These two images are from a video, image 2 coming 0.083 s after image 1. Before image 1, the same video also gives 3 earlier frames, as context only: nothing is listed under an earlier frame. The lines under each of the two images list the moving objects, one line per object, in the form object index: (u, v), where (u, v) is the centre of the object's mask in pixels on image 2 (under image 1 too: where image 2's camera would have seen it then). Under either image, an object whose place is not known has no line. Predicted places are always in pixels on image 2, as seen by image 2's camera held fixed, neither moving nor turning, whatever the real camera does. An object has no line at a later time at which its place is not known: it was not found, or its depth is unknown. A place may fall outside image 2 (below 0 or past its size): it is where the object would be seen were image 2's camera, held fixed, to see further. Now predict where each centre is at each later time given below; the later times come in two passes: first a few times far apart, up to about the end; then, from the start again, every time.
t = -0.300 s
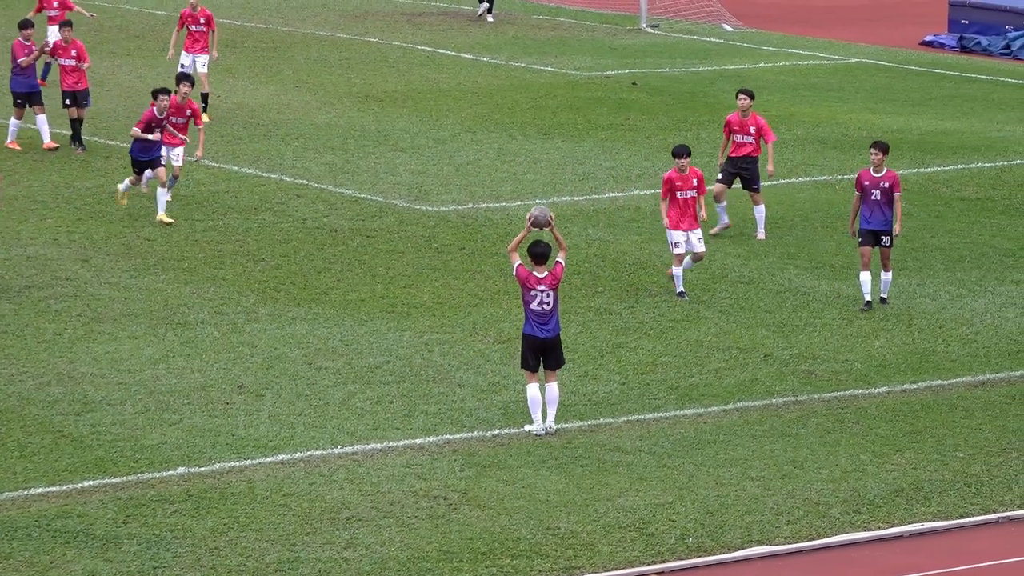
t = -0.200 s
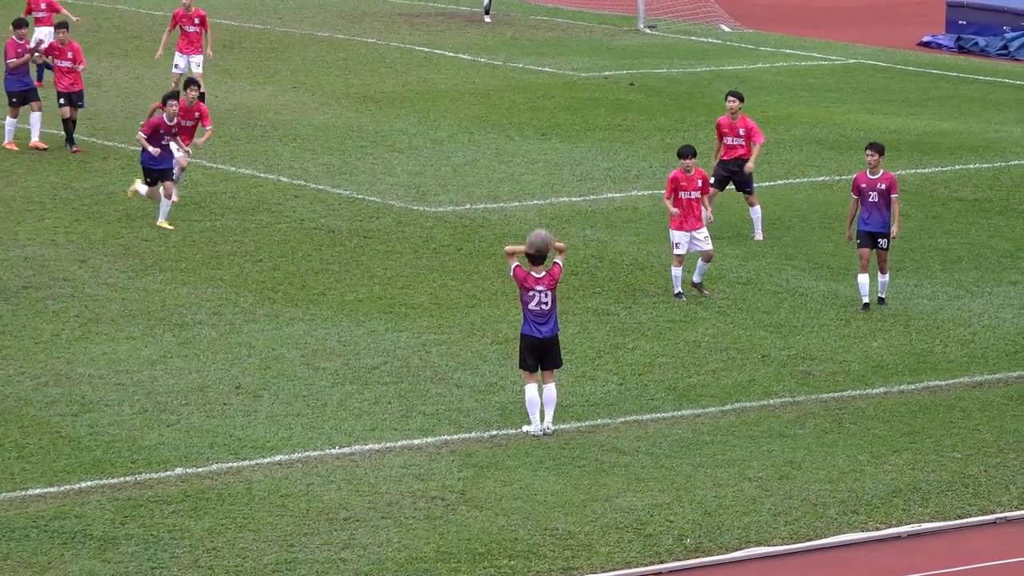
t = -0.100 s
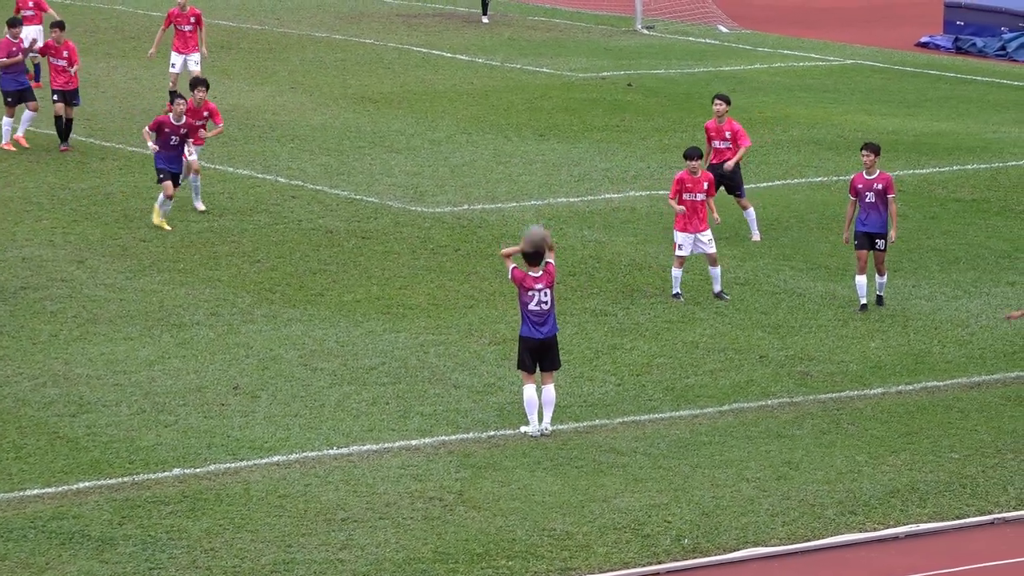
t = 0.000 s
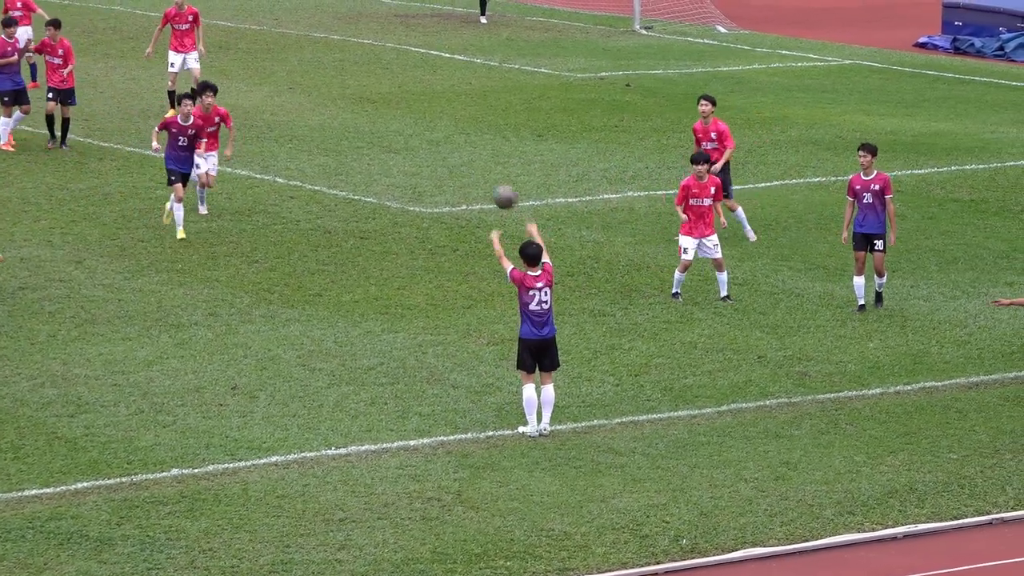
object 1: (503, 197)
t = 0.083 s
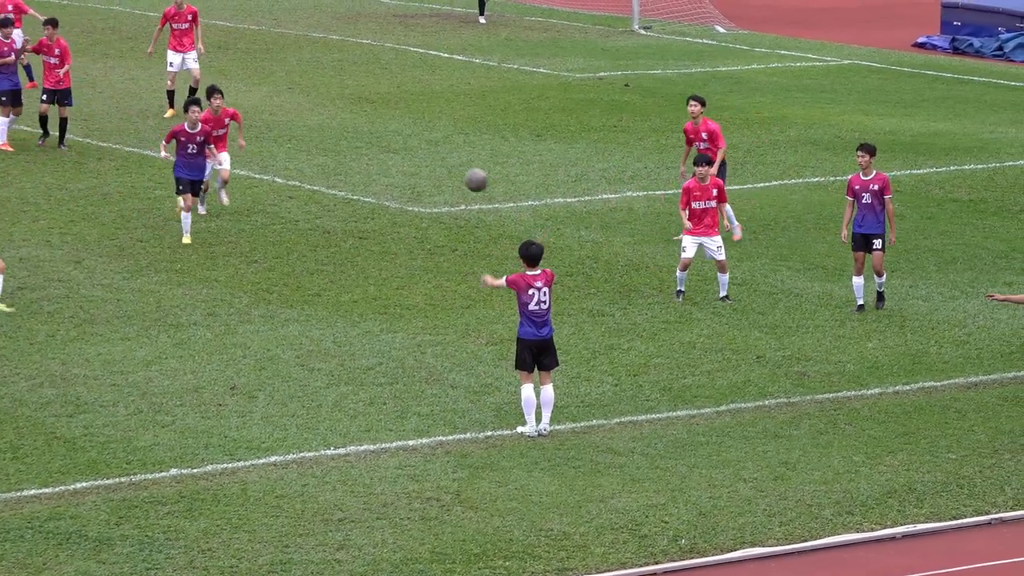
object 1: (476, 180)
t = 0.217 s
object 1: (435, 170)
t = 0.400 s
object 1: (384, 188)
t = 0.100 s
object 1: (472, 178)
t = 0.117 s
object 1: (466, 175)
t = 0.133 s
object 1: (460, 174)
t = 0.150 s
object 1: (455, 172)
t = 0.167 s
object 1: (450, 171)
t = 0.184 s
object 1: (445, 170)
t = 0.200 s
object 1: (440, 170)
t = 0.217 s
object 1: (435, 170)
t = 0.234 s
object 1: (430, 170)
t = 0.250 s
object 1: (425, 171)
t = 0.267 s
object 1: (421, 171)
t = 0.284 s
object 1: (415, 173)
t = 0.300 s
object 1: (411, 174)
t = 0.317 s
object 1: (407, 176)
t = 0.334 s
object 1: (401, 178)
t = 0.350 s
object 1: (397, 179)
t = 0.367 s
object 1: (393, 182)
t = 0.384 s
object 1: (389, 185)
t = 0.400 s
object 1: (384, 188)
